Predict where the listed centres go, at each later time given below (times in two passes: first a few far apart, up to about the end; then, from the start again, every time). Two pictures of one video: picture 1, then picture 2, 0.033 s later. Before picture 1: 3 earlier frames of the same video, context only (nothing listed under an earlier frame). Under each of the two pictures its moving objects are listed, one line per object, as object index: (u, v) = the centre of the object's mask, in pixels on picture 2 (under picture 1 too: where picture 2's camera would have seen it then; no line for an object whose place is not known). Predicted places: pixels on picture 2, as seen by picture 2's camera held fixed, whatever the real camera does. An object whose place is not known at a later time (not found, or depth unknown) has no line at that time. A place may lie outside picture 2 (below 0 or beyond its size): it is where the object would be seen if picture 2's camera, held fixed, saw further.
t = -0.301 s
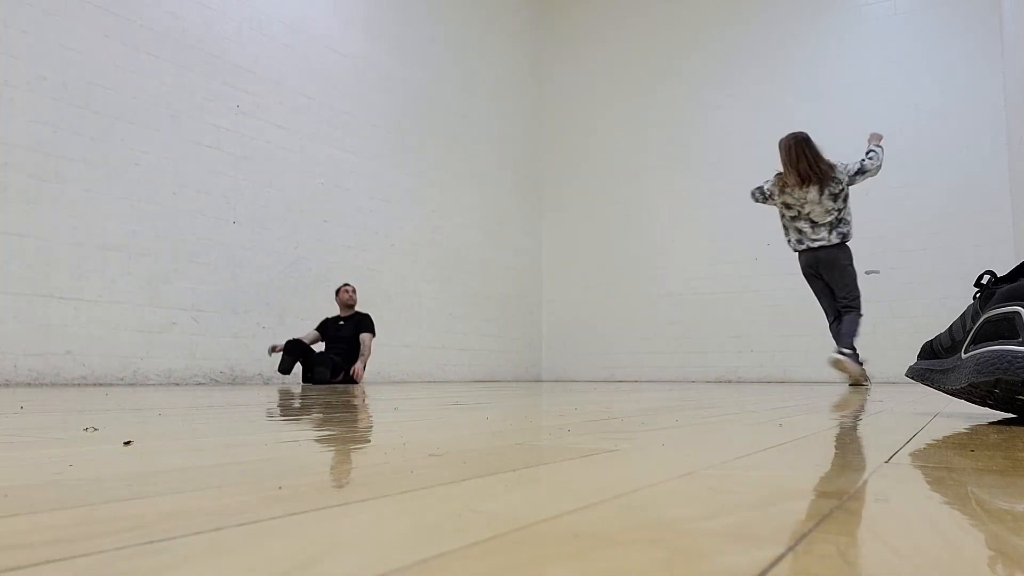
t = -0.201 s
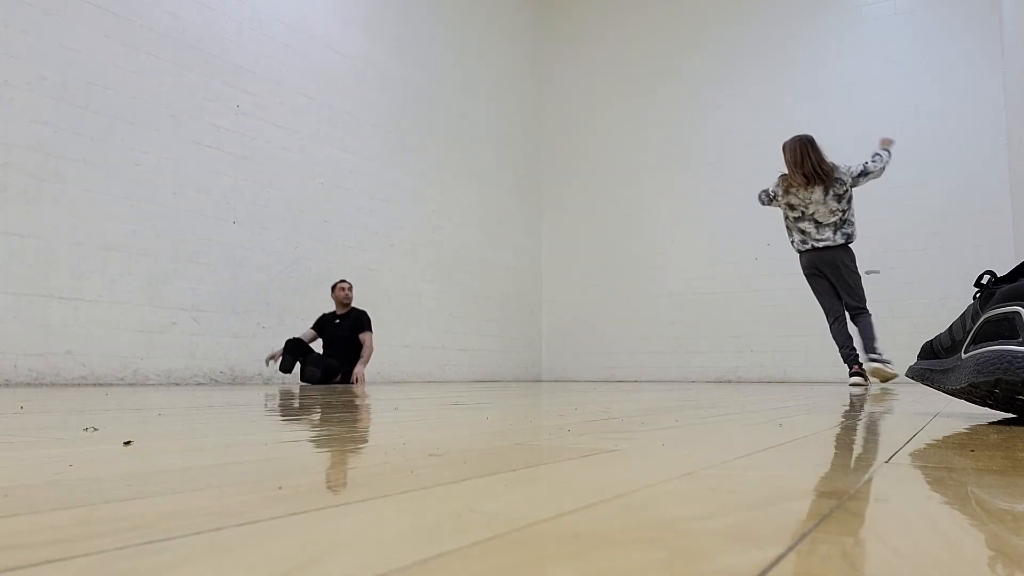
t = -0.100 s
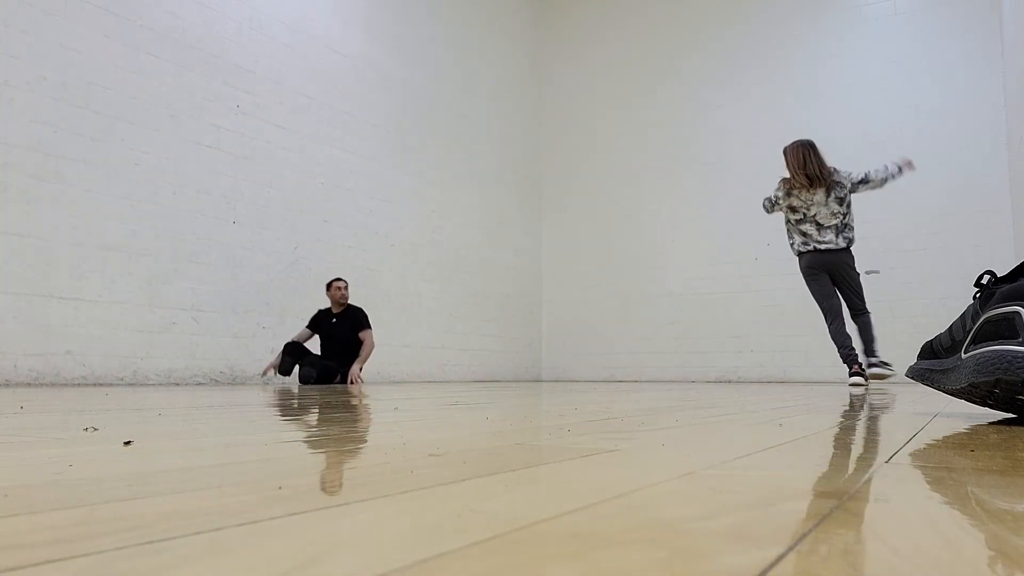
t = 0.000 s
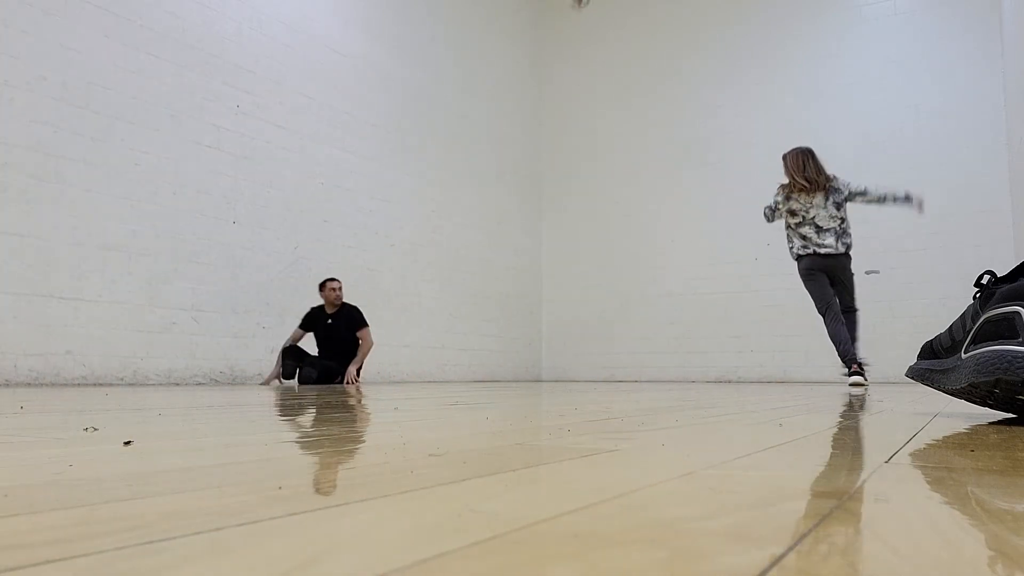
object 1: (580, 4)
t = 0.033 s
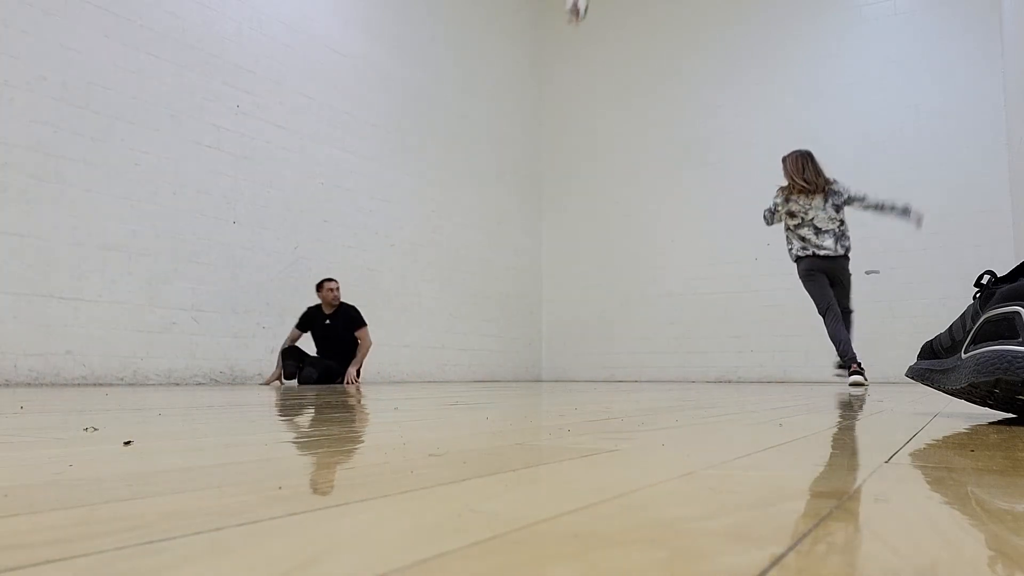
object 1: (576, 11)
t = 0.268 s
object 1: (555, 134)
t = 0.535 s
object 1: (536, 321)
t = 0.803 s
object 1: (519, 295)
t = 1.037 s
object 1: (506, 259)
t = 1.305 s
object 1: (492, 283)
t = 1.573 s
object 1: (480, 368)
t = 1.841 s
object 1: (471, 331)
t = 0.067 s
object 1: (574, 23)
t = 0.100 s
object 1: (570, 39)
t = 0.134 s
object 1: (568, 56)
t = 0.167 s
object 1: (564, 74)
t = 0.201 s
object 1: (561, 94)
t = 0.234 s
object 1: (558, 115)
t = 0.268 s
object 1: (555, 134)
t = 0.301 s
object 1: (553, 156)
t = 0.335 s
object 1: (550, 177)
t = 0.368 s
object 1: (548, 199)
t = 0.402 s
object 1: (545, 221)
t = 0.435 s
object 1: (543, 245)
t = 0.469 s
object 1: (541, 271)
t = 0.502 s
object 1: (538, 295)
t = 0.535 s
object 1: (536, 321)
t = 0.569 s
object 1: (536, 348)
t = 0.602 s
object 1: (532, 370)
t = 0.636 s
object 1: (530, 358)
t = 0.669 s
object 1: (527, 343)
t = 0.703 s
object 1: (526, 328)
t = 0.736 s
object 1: (524, 317)
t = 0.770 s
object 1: (521, 304)
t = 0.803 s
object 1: (519, 295)
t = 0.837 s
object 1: (517, 286)
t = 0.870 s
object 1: (515, 278)
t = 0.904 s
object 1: (514, 273)
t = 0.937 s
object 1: (511, 268)
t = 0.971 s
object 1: (510, 264)
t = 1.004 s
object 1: (508, 261)
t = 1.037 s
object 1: (506, 259)
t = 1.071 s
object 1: (504, 258)
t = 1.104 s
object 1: (503, 258)
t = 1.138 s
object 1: (501, 260)
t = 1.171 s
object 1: (499, 263)
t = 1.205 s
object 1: (498, 266)
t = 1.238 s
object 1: (496, 270)
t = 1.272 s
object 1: (494, 276)
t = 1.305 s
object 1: (492, 283)
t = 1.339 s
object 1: (491, 289)
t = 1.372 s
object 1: (490, 297)
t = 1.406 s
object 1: (488, 307)
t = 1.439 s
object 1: (486, 318)
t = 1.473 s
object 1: (484, 328)
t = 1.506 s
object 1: (483, 340)
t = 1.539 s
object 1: (482, 354)
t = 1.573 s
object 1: (480, 368)
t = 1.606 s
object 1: (479, 370)
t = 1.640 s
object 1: (477, 361)
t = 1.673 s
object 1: (476, 354)
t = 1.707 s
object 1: (475, 347)
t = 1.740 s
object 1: (474, 341)
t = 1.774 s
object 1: (473, 337)
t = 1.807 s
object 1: (472, 333)
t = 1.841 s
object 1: (471, 331)
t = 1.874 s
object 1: (470, 330)
